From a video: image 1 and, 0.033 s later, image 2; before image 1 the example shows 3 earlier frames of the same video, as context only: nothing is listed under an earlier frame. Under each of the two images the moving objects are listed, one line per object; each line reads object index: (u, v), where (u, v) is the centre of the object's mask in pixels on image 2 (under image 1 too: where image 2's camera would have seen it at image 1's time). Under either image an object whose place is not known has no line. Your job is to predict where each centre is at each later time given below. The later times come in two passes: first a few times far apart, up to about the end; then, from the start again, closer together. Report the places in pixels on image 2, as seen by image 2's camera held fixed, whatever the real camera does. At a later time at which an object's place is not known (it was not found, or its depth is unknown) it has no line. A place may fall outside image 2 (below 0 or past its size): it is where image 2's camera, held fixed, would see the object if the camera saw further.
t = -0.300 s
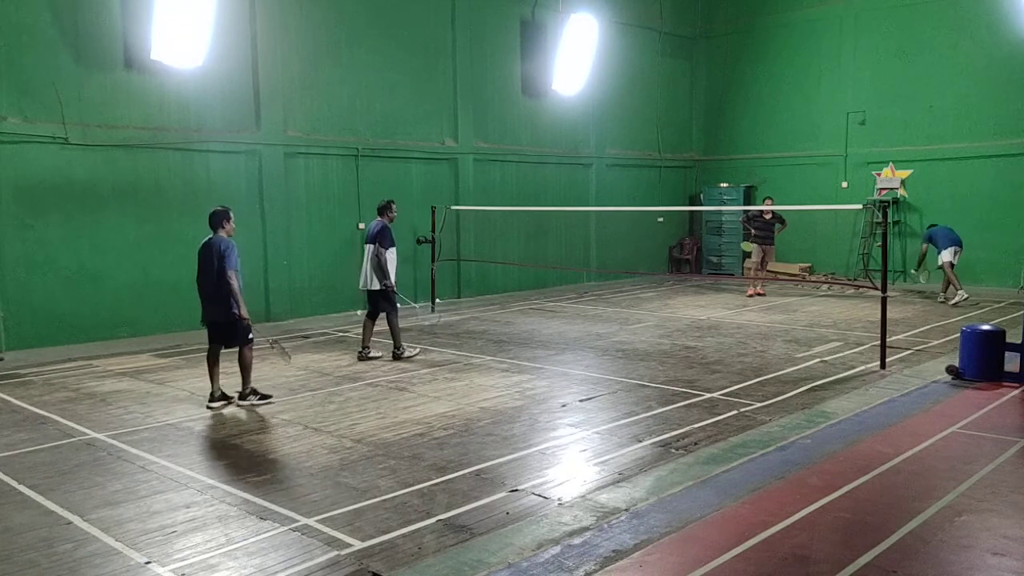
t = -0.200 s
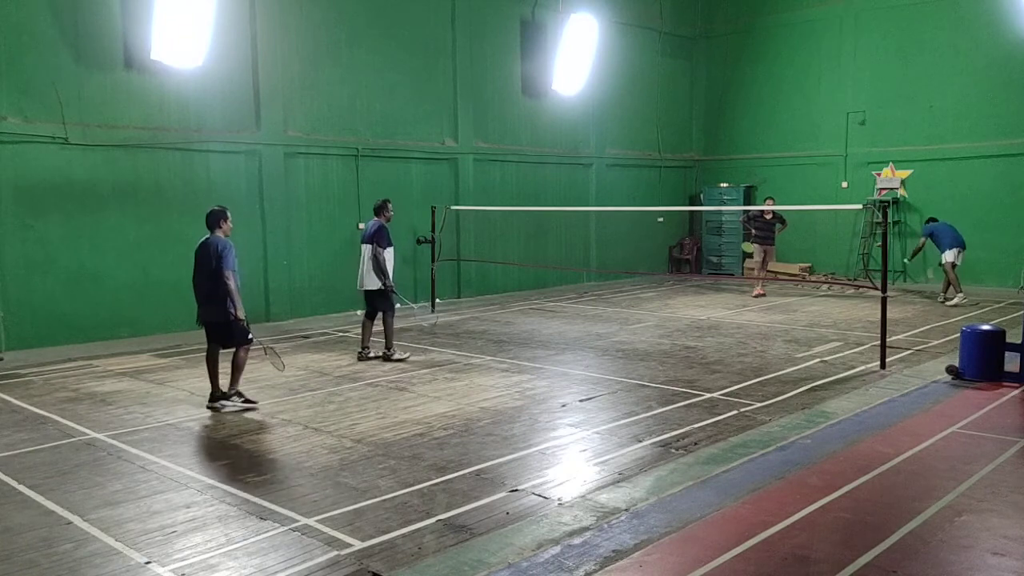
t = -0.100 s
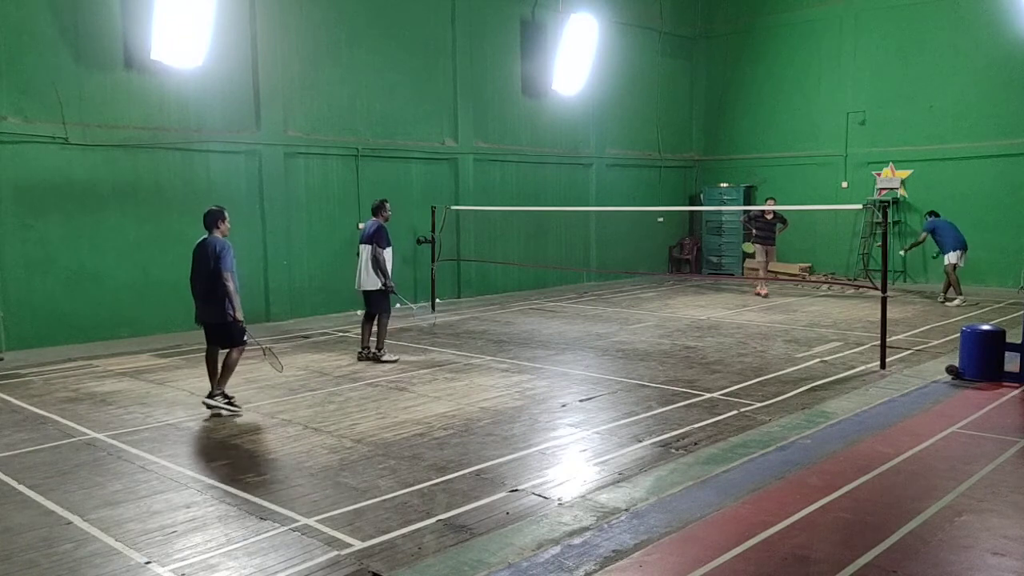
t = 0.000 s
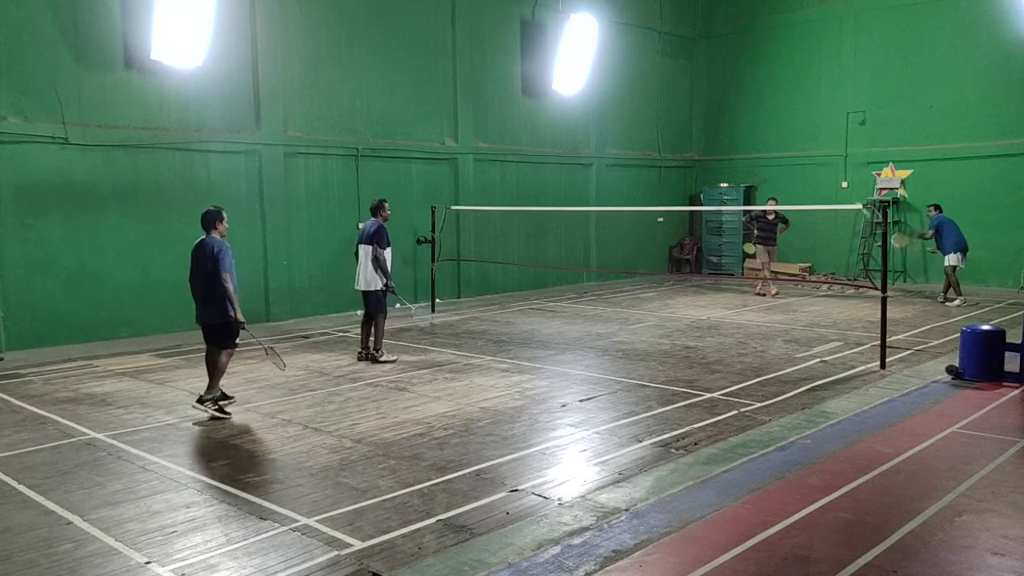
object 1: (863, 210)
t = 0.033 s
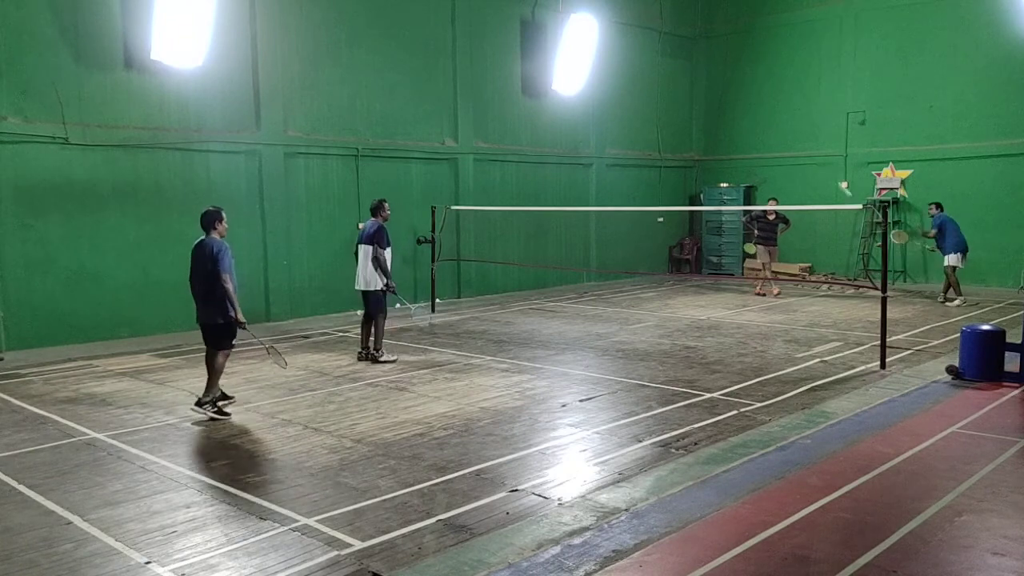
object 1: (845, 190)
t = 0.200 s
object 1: (768, 112)
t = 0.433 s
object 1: (685, 58)
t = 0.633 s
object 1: (624, 51)
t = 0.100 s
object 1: (811, 153)
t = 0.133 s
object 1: (796, 138)
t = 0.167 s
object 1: (782, 125)
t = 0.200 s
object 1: (768, 112)
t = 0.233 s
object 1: (755, 101)
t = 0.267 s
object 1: (742, 91)
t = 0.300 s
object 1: (731, 82)
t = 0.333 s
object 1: (719, 75)
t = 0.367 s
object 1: (707, 69)
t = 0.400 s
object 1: (696, 63)
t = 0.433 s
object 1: (685, 58)
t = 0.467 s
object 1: (674, 54)
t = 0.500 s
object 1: (664, 52)
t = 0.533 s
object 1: (653, 50)
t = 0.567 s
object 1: (643, 50)
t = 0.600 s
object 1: (634, 50)
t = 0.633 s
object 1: (624, 51)
